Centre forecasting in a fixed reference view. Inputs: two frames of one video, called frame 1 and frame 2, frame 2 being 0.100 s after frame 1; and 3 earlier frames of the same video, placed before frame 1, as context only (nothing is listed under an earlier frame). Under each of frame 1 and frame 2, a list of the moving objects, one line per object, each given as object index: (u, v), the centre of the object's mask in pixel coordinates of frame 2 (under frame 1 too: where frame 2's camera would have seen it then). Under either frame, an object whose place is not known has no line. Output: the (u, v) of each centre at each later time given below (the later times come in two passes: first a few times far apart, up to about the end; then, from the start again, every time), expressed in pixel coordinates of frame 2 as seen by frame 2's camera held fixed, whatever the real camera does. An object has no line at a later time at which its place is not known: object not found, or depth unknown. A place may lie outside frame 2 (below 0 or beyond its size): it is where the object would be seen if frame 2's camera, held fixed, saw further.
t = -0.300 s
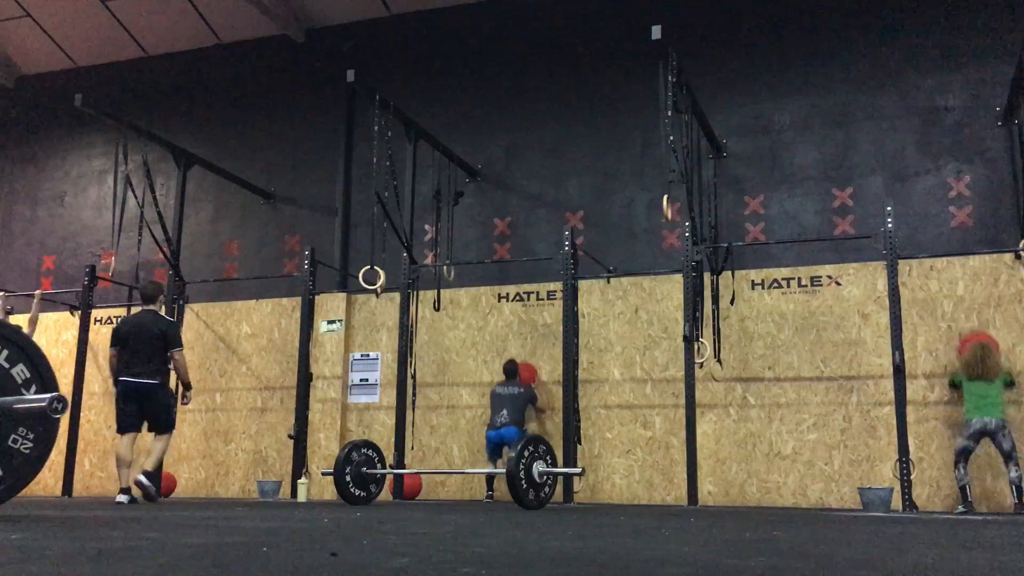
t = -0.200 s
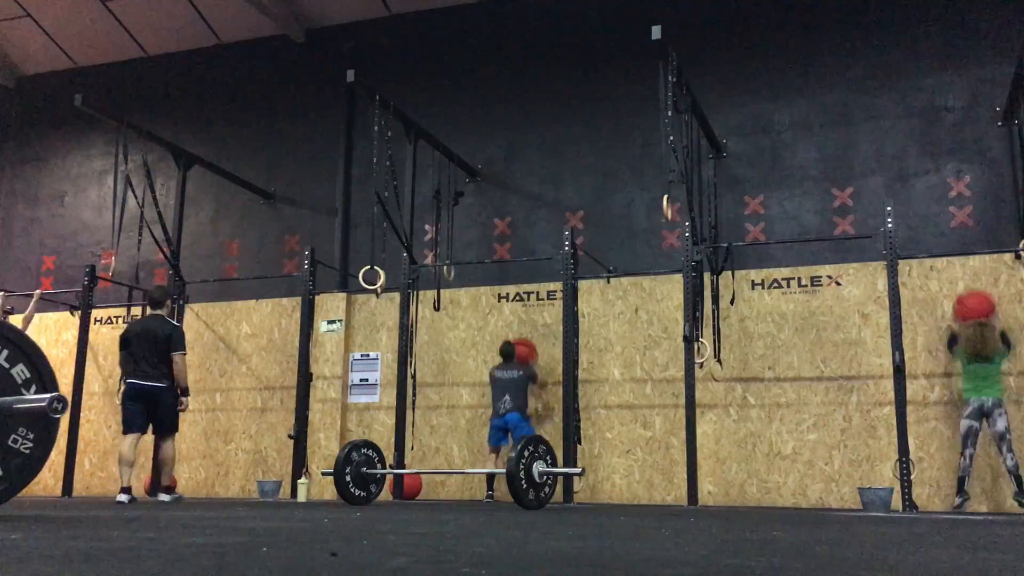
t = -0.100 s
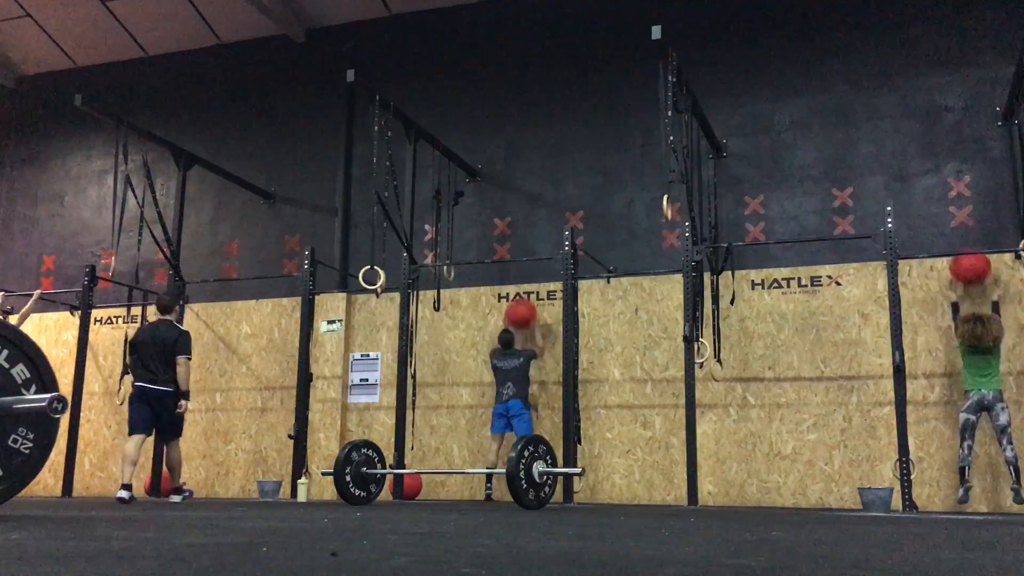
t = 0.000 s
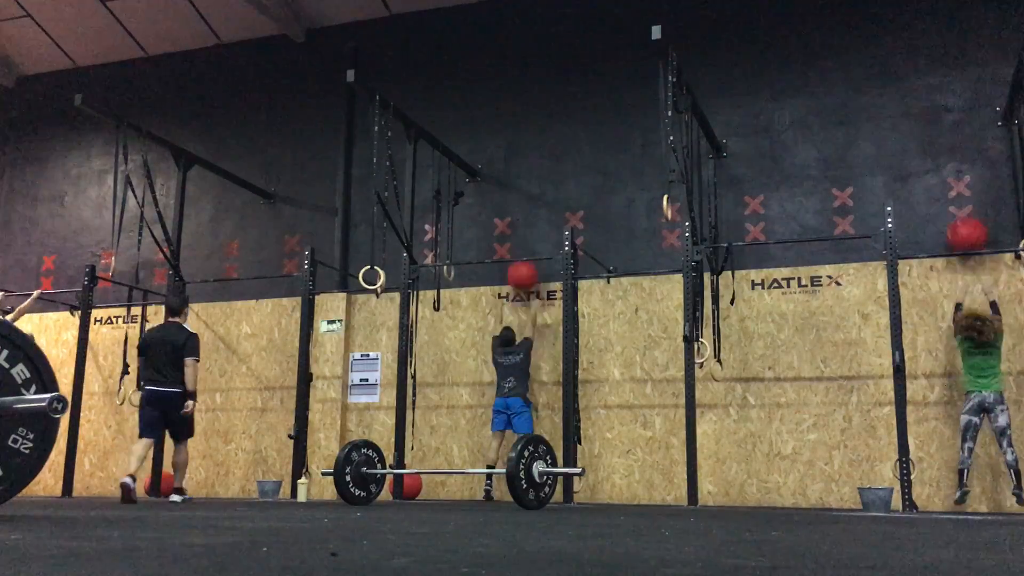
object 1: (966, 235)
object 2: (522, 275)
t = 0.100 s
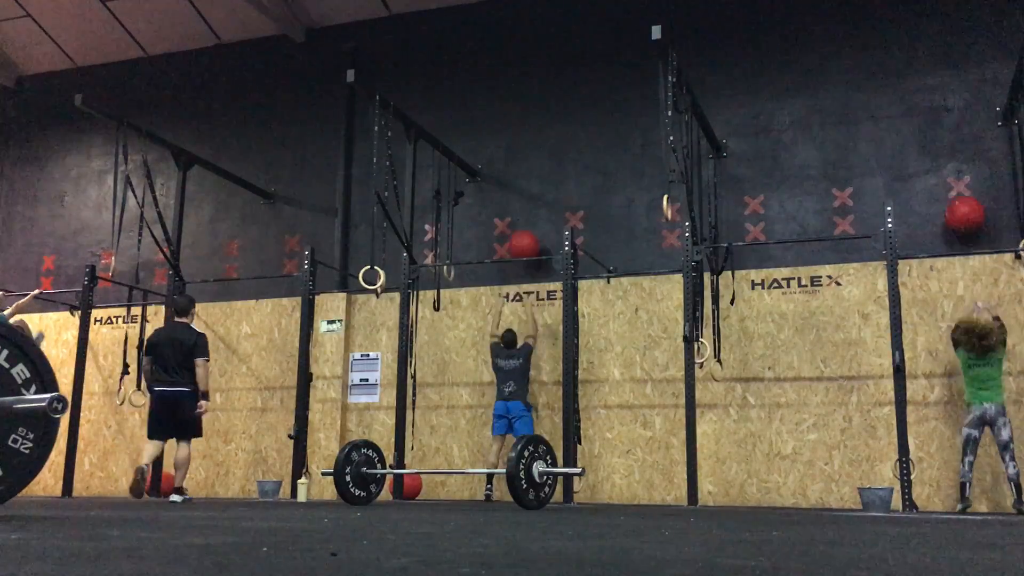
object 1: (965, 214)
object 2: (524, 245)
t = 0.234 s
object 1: (963, 202)
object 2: (526, 220)
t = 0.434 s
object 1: (966, 212)
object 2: (526, 208)
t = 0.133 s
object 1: (964, 211)
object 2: (524, 238)
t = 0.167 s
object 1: (964, 206)
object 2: (525, 231)
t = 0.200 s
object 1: (963, 205)
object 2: (525, 225)
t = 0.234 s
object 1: (963, 202)
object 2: (526, 220)
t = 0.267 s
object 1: (963, 201)
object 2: (526, 215)
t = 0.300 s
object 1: (963, 202)
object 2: (526, 212)
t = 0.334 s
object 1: (963, 203)
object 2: (527, 211)
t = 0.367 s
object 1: (965, 206)
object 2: (527, 209)
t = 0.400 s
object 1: (965, 208)
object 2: (527, 208)
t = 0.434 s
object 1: (966, 212)
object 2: (526, 208)
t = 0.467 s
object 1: (966, 218)
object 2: (526, 209)
